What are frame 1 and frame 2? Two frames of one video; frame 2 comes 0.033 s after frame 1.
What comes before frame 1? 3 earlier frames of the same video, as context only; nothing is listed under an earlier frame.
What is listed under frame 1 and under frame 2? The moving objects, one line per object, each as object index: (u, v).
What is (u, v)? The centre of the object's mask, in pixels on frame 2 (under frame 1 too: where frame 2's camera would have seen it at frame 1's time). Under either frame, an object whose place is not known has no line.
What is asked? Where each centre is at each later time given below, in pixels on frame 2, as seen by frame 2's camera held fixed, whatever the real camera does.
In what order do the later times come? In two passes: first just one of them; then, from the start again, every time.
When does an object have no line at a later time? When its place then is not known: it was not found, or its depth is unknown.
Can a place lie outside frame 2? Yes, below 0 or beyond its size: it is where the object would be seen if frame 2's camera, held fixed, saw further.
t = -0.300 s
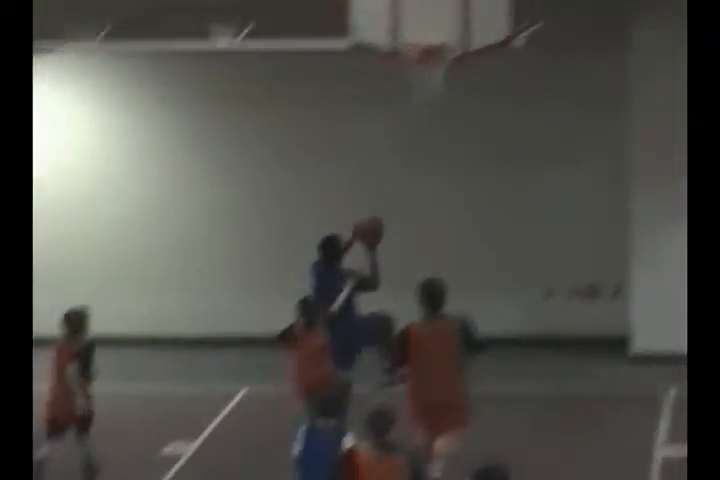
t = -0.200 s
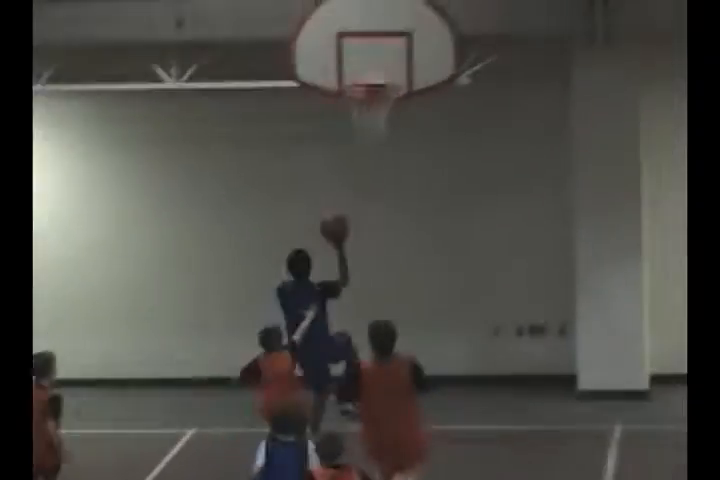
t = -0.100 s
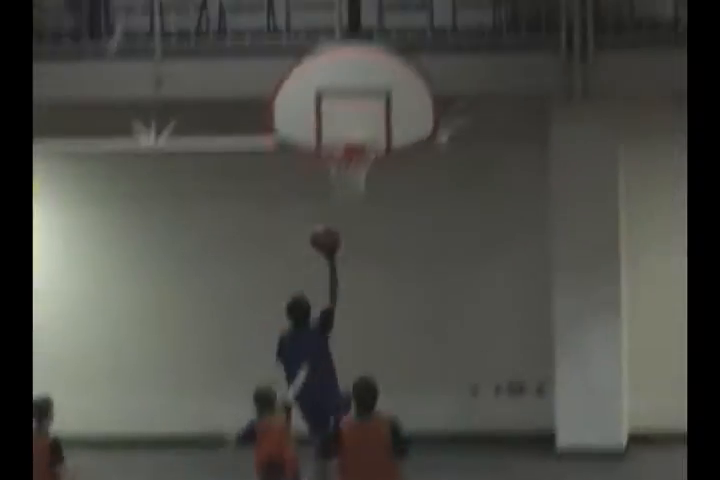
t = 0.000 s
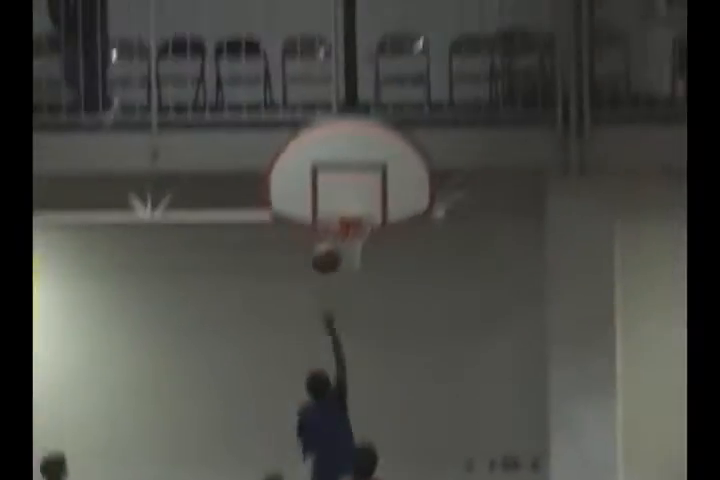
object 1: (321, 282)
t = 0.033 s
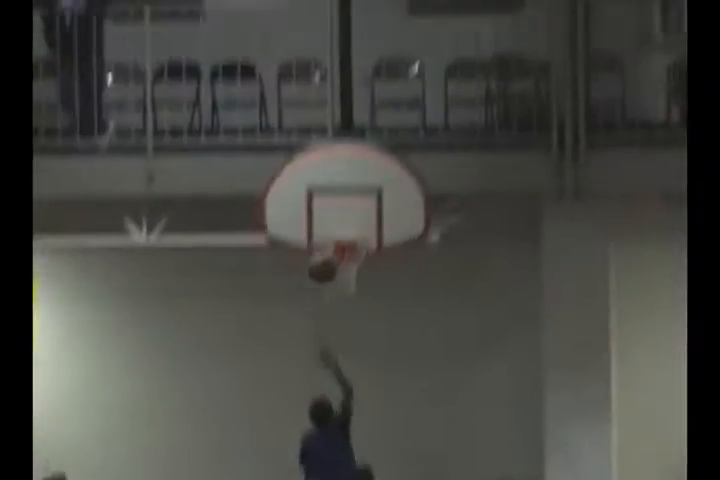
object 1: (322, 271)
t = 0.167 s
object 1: (331, 228)
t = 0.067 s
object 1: (326, 259)
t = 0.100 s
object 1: (326, 246)
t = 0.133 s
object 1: (330, 236)
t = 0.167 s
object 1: (331, 228)
